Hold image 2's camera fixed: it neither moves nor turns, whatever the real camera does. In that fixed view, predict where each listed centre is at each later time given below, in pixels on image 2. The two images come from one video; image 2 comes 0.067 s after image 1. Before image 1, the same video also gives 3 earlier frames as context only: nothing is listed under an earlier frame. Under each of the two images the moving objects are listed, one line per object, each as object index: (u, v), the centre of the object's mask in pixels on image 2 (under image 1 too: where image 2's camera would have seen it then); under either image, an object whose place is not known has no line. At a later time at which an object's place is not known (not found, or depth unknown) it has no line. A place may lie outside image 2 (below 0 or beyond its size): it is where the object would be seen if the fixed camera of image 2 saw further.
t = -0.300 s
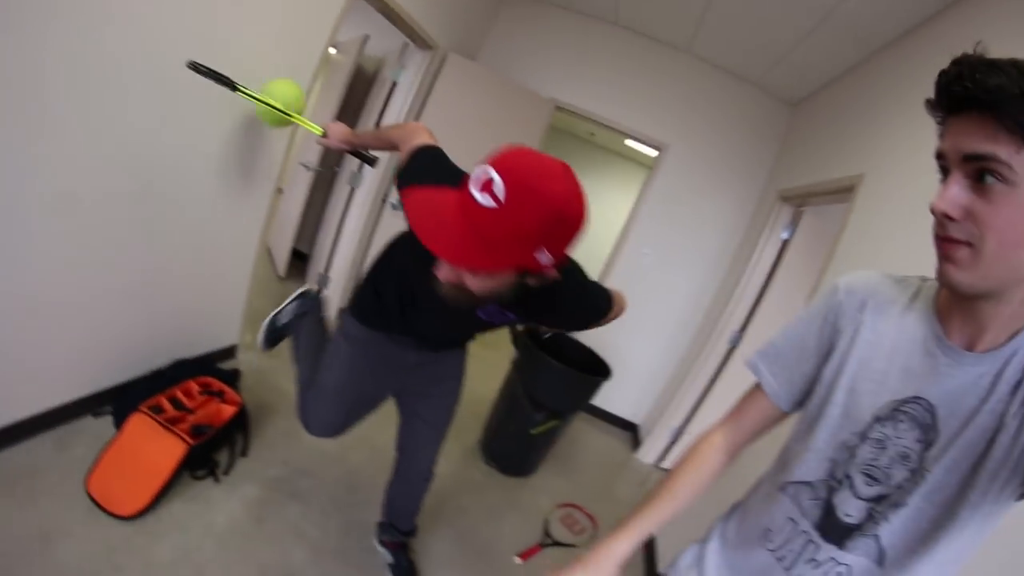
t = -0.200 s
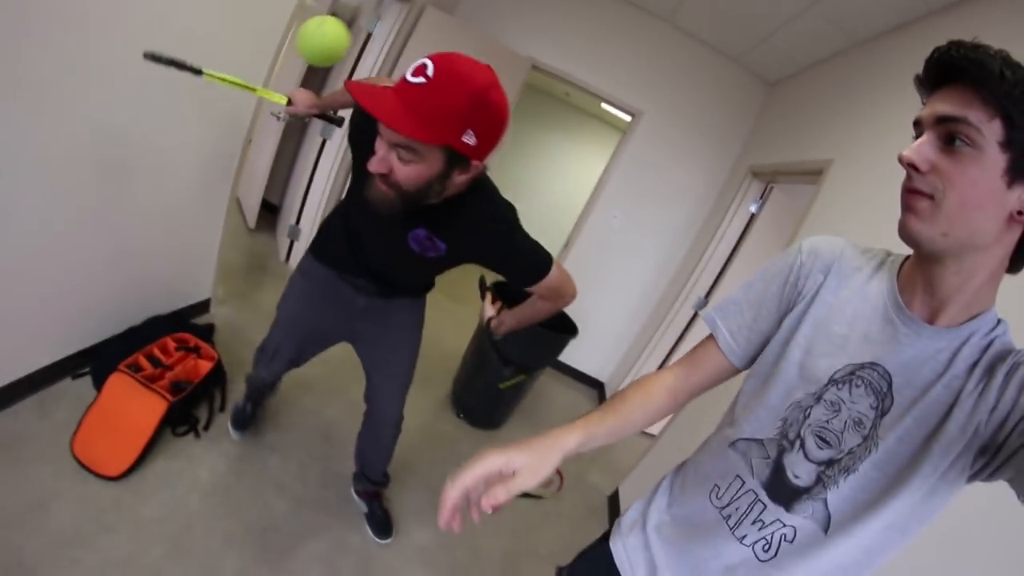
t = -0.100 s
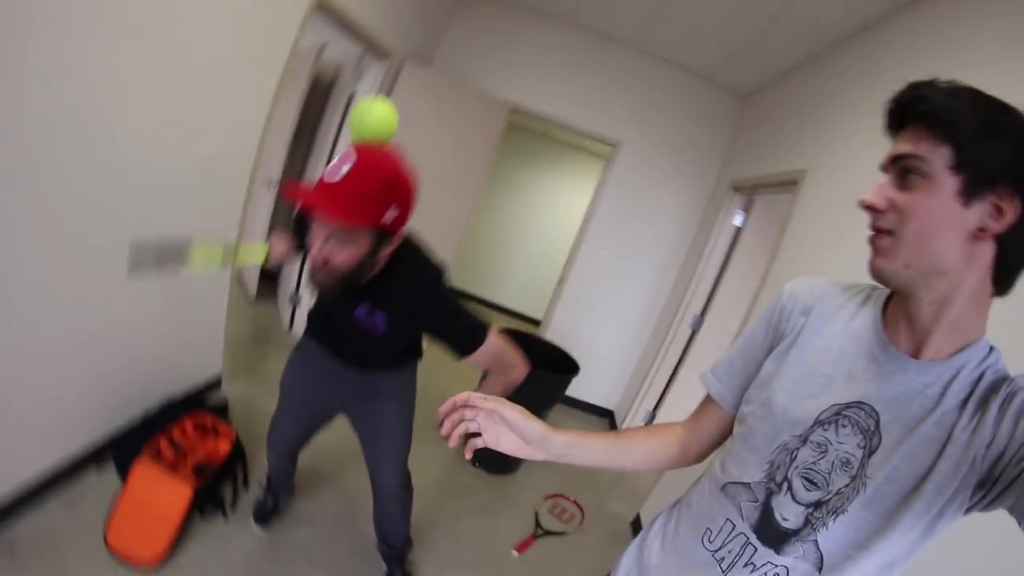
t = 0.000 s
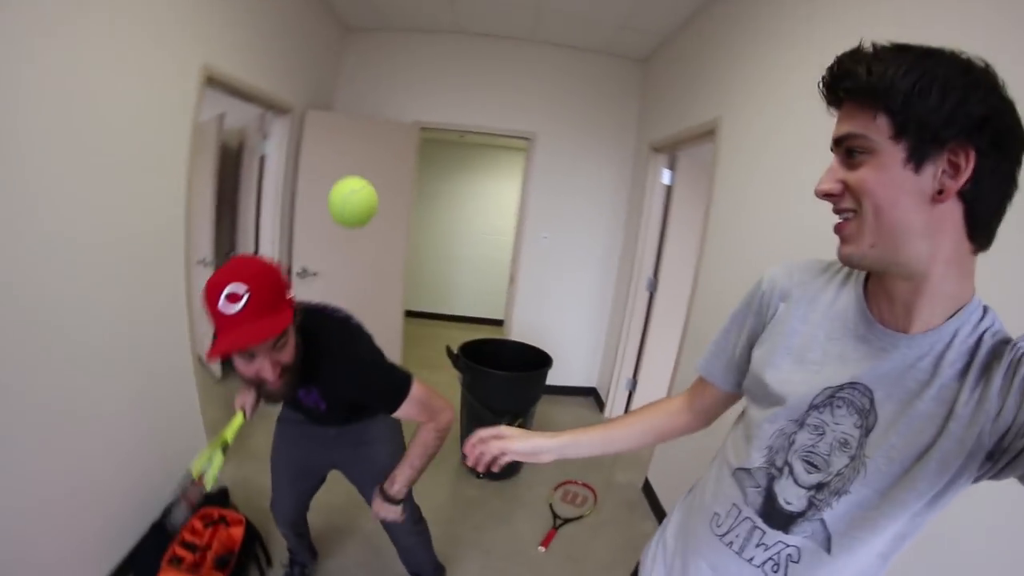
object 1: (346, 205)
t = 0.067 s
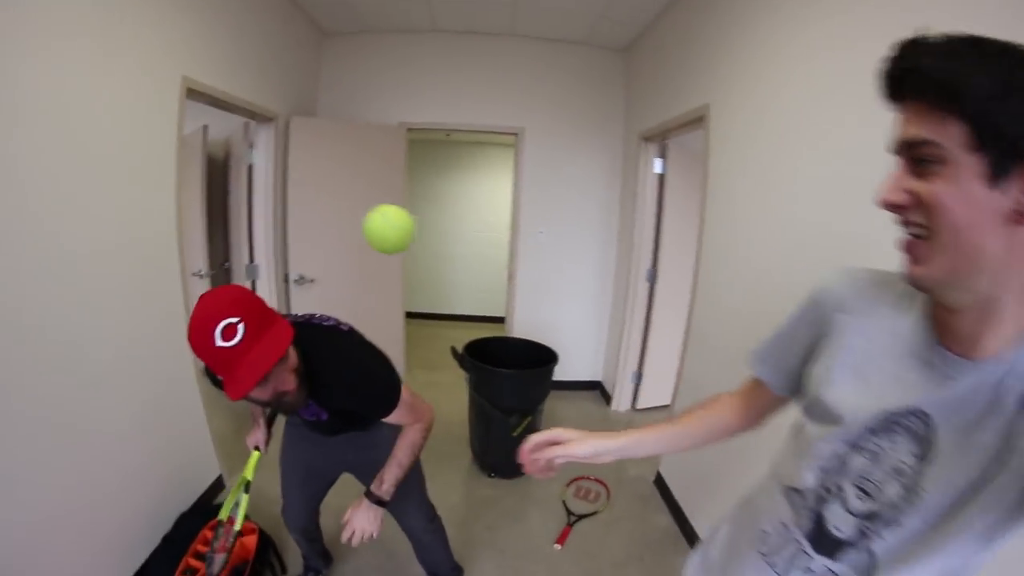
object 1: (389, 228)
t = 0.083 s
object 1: (400, 235)
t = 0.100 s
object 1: (413, 242)
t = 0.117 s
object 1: (424, 249)
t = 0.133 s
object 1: (434, 255)
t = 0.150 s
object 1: (445, 264)
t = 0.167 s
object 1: (456, 274)
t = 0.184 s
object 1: (466, 284)
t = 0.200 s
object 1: (475, 293)
